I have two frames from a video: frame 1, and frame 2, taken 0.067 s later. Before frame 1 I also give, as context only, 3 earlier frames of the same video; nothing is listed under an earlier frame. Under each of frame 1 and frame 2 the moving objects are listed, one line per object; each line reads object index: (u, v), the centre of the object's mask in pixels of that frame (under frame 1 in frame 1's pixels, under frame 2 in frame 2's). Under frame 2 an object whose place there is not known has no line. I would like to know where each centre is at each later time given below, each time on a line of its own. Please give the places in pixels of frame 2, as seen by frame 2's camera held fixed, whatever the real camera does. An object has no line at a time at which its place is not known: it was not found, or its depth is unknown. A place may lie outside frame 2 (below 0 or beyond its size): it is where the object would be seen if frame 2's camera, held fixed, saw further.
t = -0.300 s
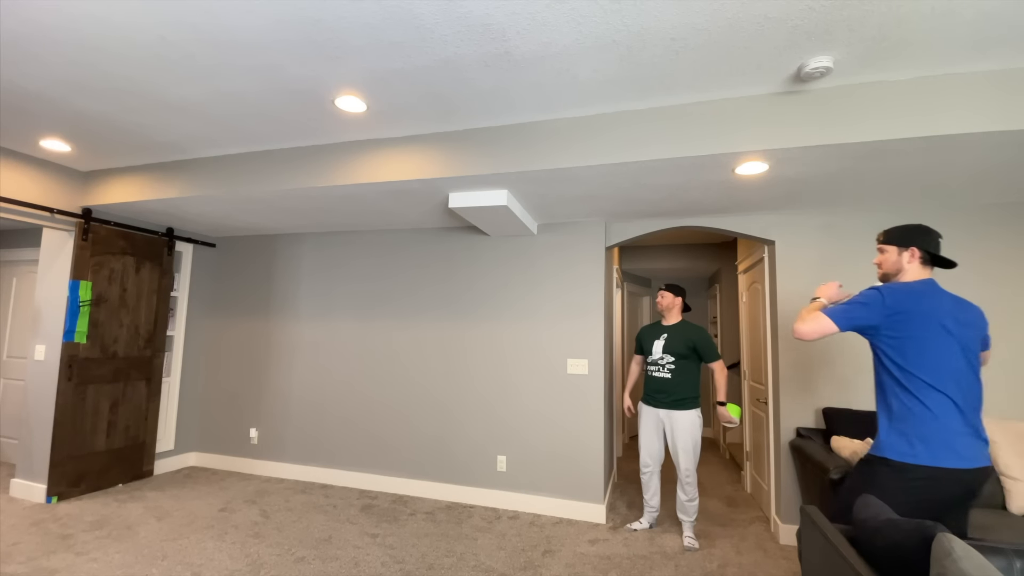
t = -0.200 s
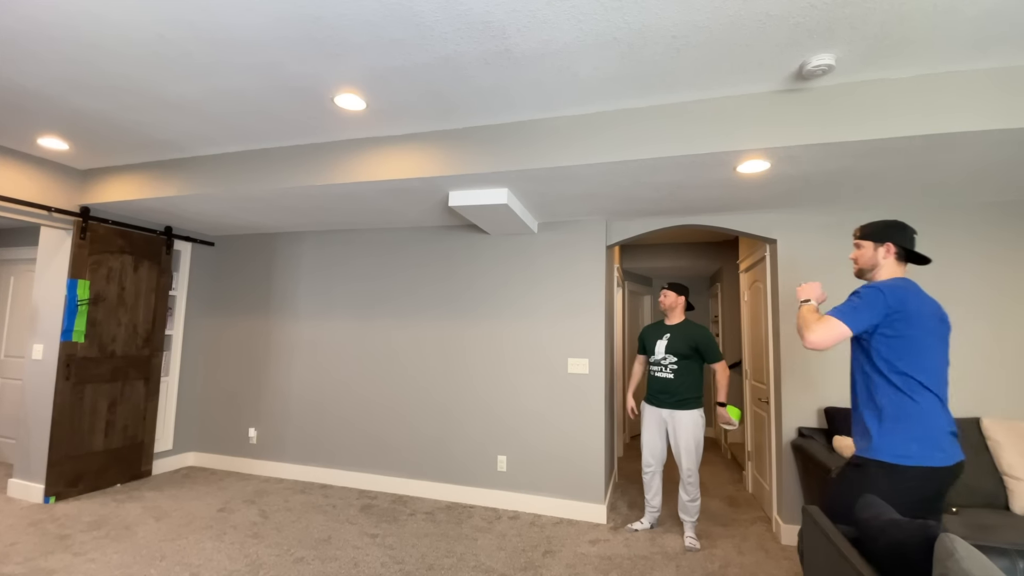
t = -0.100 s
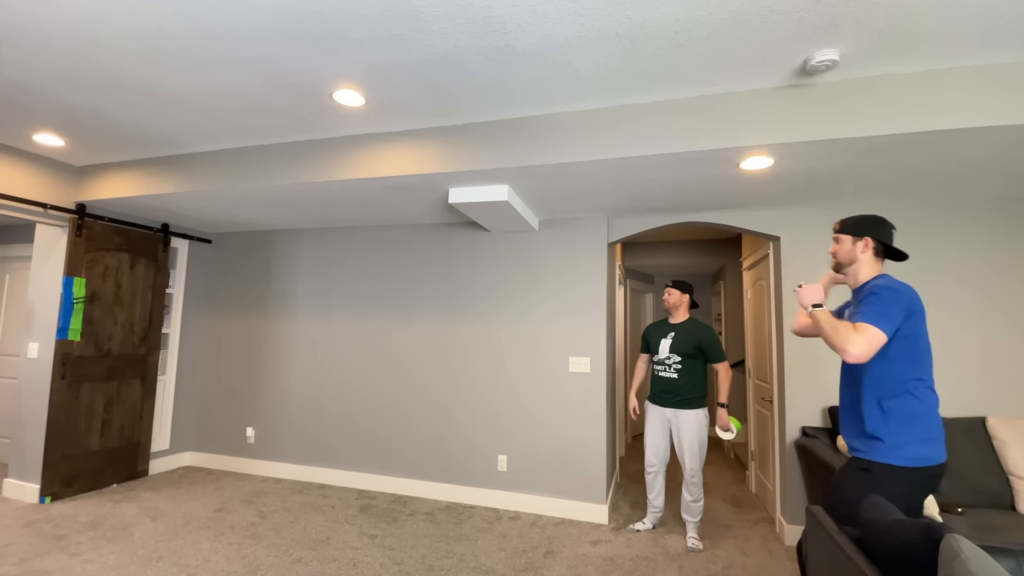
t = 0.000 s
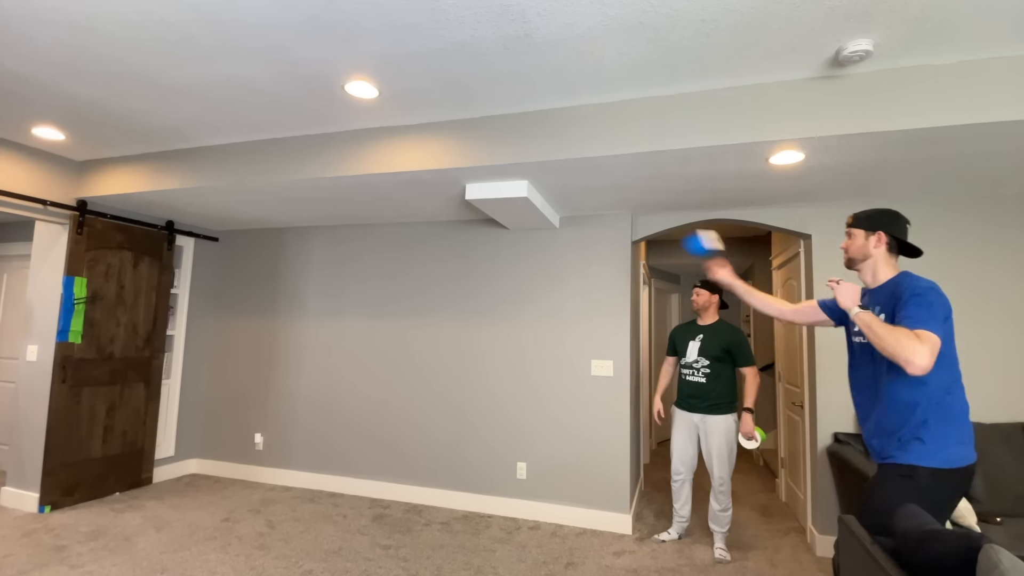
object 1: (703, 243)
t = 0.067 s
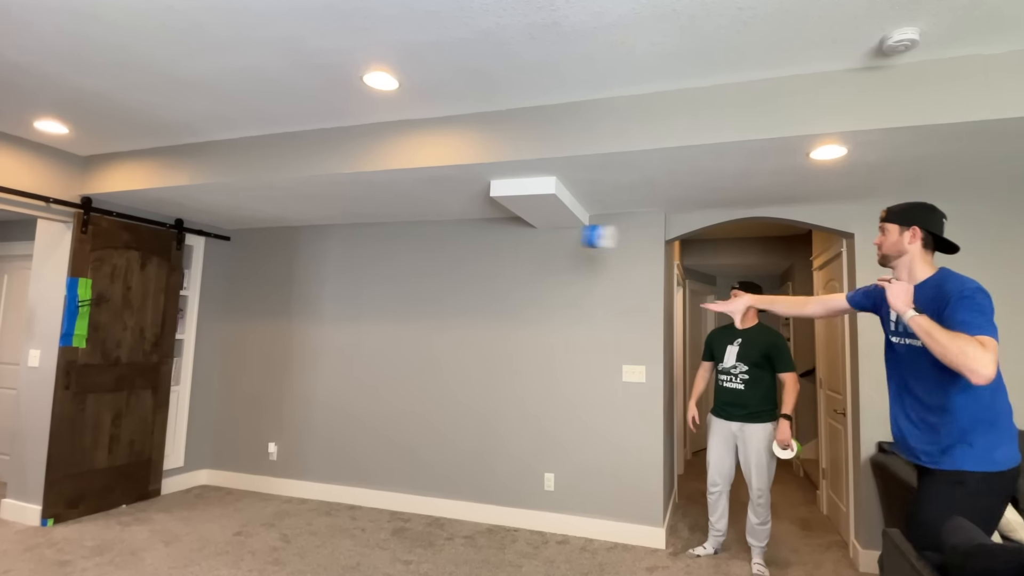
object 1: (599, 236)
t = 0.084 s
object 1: (569, 236)
